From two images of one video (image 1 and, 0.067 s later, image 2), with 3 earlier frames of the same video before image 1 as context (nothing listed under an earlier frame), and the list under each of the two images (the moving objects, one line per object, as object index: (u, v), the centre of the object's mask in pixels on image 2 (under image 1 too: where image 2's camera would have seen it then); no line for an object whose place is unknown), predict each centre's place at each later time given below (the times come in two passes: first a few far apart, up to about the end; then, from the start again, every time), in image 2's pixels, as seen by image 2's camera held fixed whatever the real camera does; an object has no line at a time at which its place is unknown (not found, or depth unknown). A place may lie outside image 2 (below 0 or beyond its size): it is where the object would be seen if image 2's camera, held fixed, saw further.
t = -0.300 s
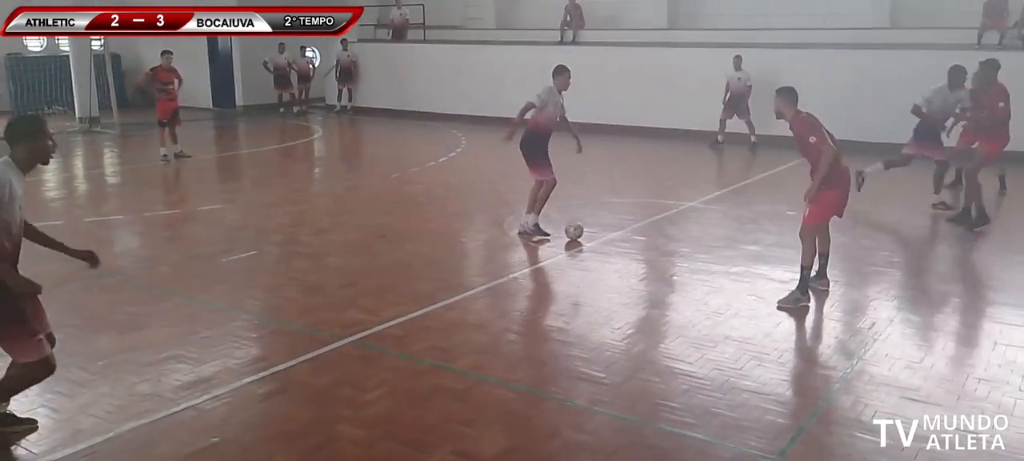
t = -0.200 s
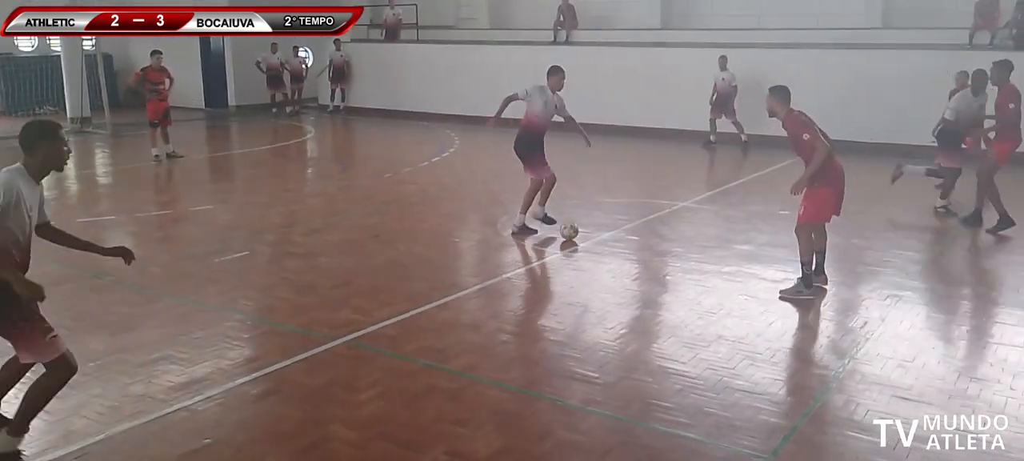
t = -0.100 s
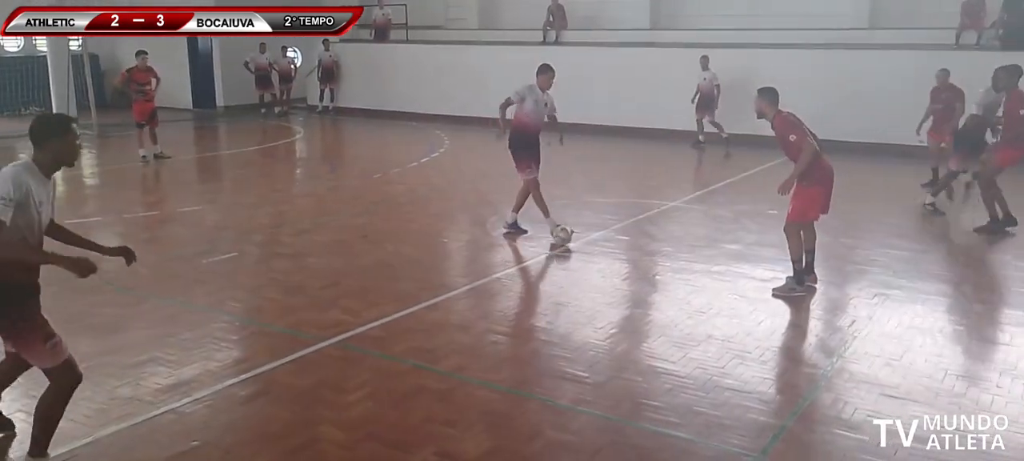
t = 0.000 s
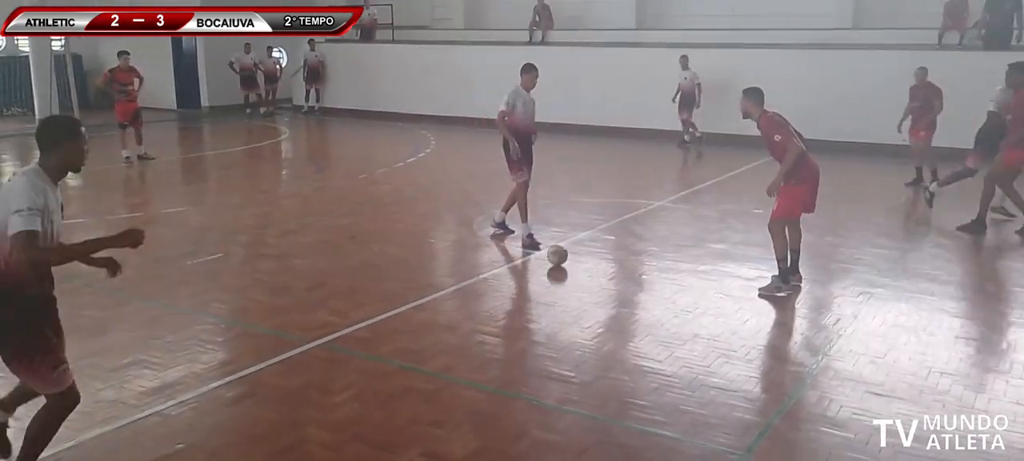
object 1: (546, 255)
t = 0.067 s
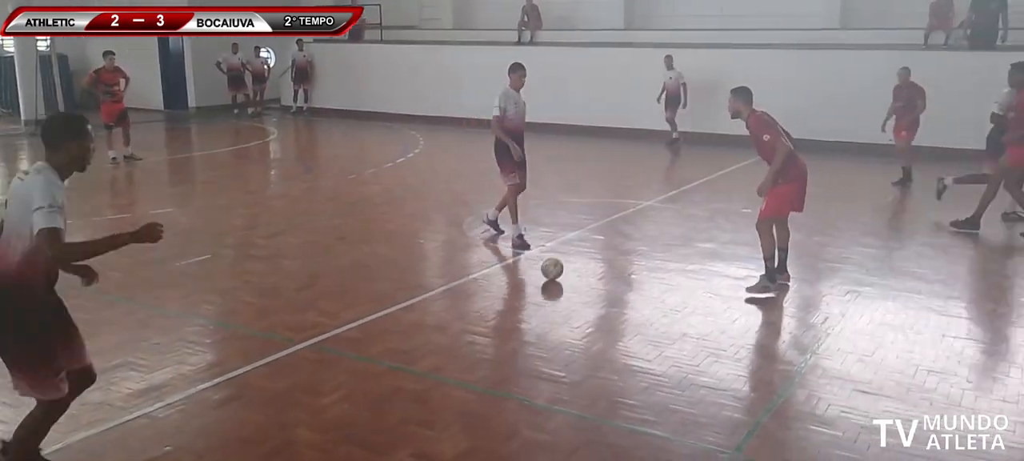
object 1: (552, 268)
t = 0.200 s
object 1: (564, 300)
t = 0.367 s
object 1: (581, 346)
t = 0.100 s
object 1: (554, 276)
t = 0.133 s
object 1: (557, 284)
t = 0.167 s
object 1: (561, 292)
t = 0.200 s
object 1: (564, 300)
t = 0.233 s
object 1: (567, 308)
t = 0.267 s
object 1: (570, 317)
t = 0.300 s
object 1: (574, 325)
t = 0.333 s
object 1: (577, 336)
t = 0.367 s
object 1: (581, 346)
